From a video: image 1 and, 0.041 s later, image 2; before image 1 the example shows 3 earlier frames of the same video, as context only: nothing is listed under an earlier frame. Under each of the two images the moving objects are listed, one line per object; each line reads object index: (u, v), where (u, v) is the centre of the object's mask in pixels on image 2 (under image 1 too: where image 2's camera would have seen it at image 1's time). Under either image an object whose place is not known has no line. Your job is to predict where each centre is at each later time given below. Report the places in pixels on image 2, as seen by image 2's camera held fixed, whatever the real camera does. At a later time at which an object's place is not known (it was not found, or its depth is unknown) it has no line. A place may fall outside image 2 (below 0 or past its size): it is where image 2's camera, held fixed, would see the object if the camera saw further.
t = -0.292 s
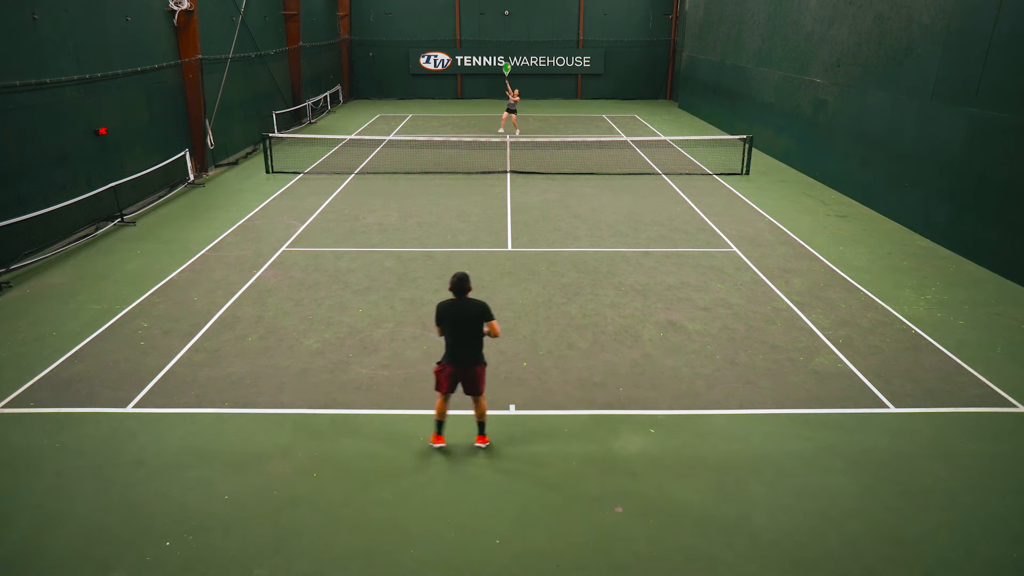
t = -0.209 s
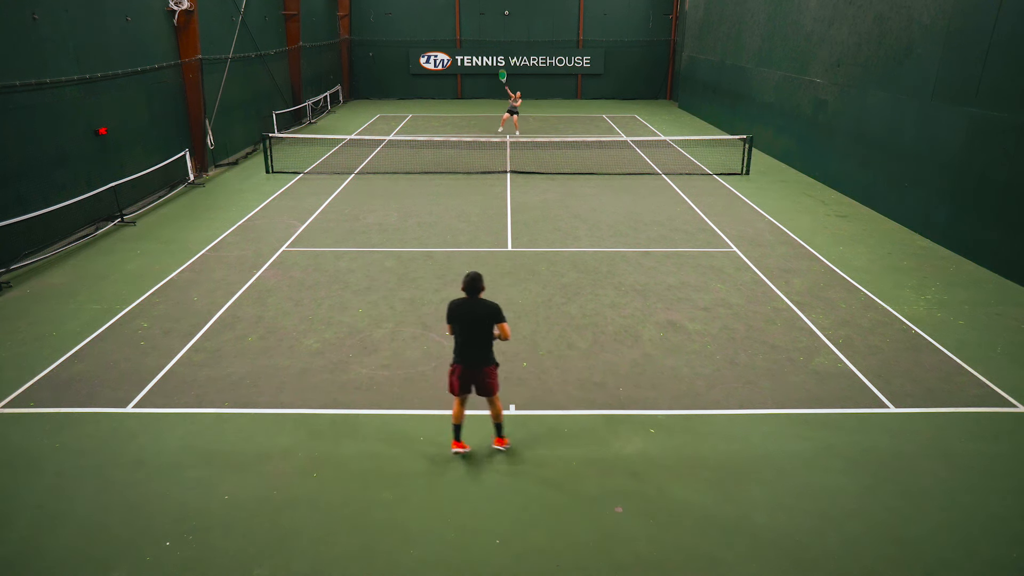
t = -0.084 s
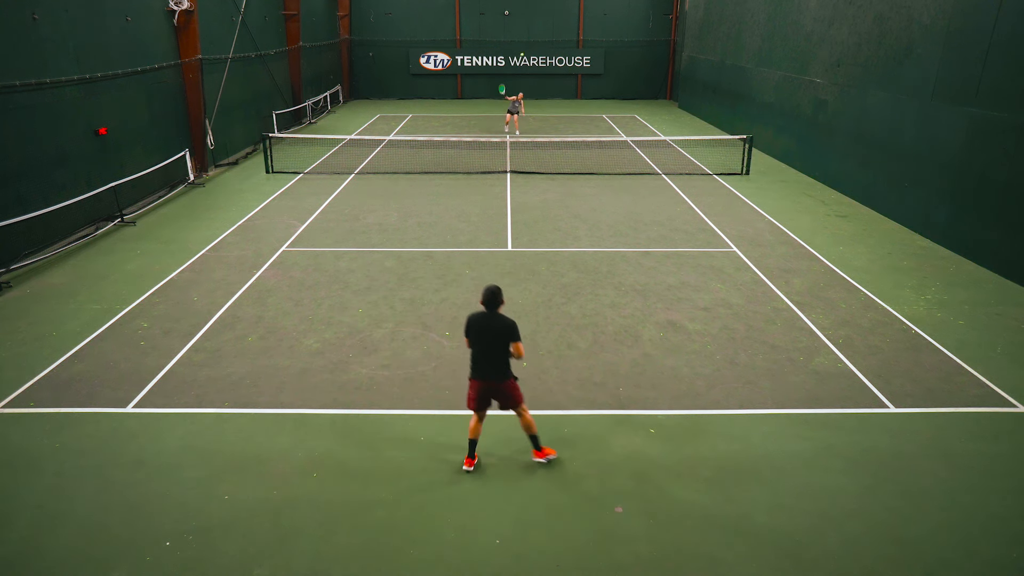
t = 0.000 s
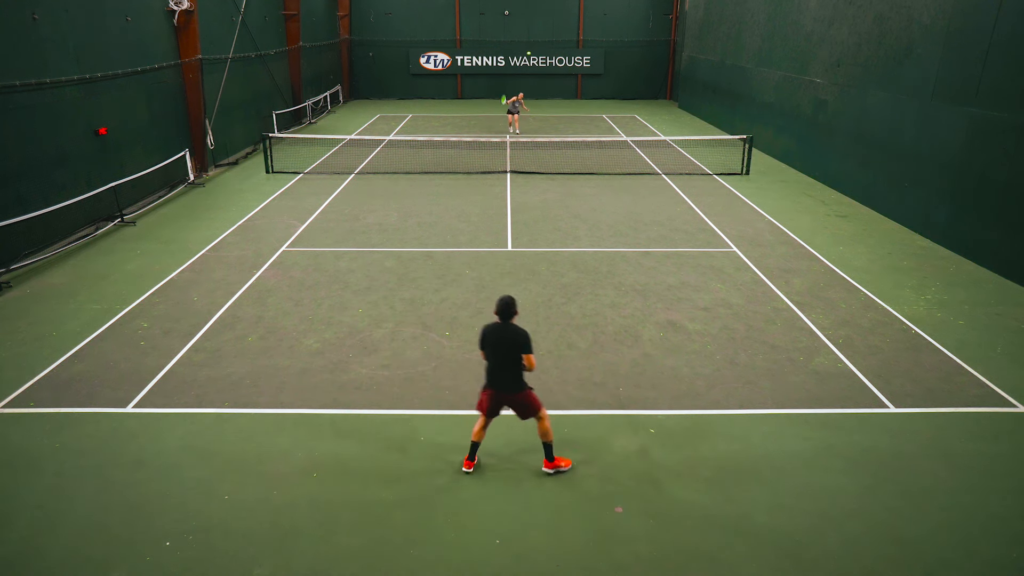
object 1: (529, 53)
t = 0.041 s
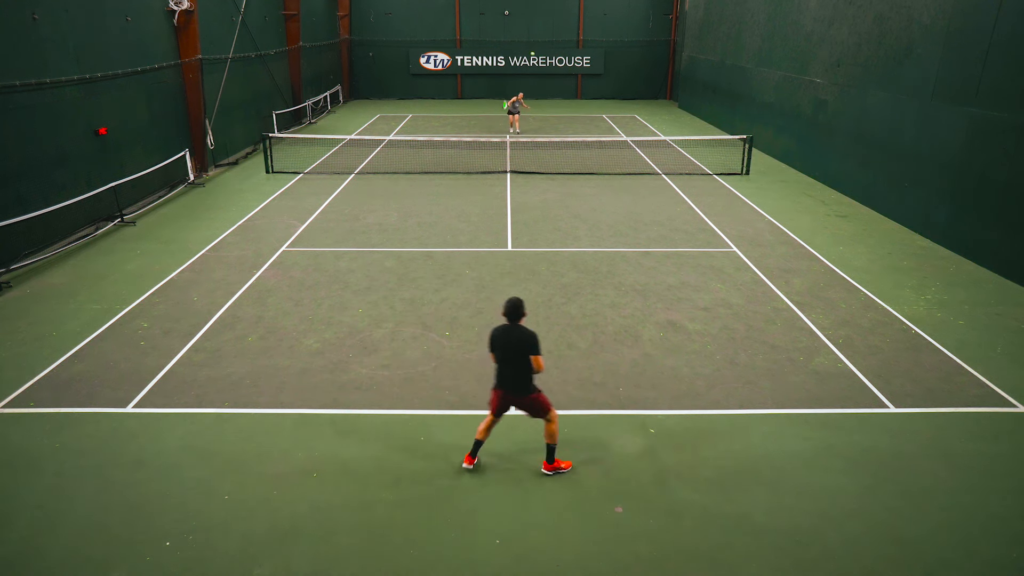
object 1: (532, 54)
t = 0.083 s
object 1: (536, 55)
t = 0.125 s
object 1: (541, 56)
